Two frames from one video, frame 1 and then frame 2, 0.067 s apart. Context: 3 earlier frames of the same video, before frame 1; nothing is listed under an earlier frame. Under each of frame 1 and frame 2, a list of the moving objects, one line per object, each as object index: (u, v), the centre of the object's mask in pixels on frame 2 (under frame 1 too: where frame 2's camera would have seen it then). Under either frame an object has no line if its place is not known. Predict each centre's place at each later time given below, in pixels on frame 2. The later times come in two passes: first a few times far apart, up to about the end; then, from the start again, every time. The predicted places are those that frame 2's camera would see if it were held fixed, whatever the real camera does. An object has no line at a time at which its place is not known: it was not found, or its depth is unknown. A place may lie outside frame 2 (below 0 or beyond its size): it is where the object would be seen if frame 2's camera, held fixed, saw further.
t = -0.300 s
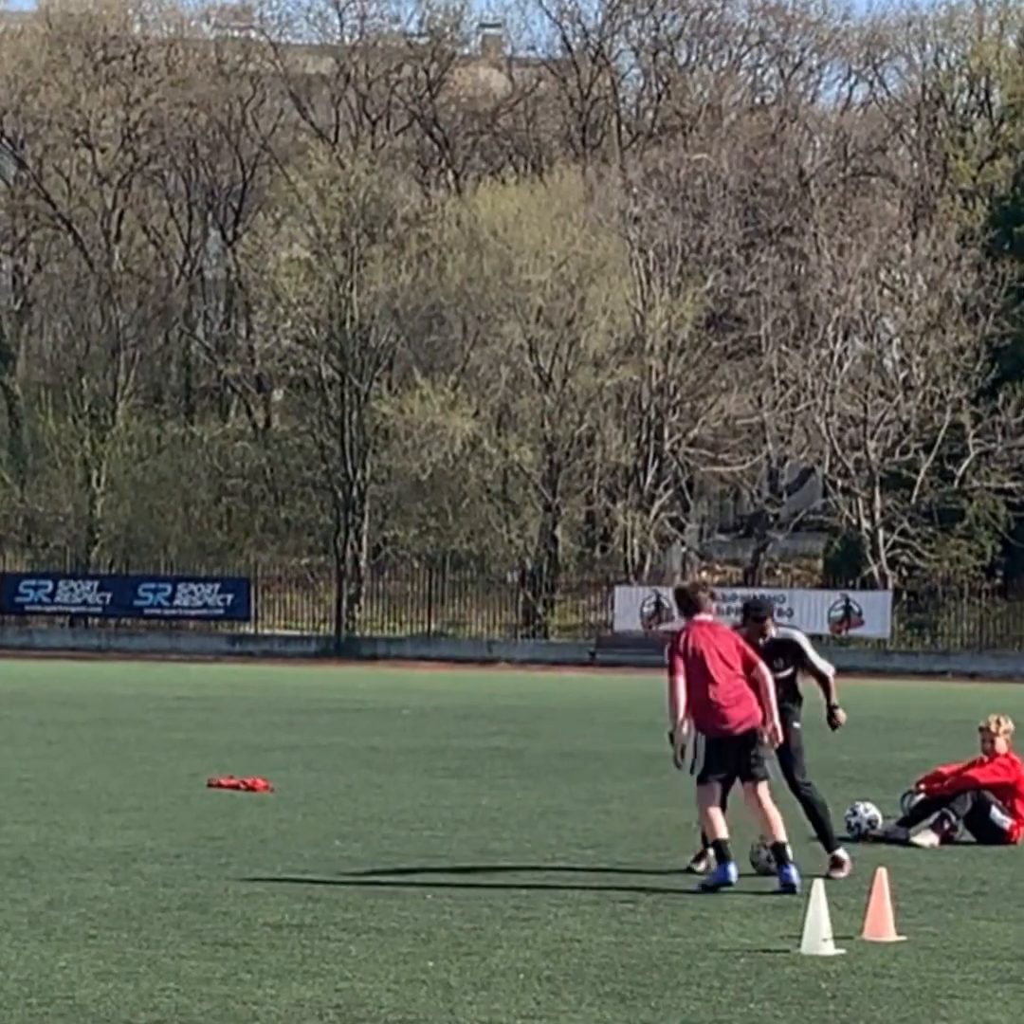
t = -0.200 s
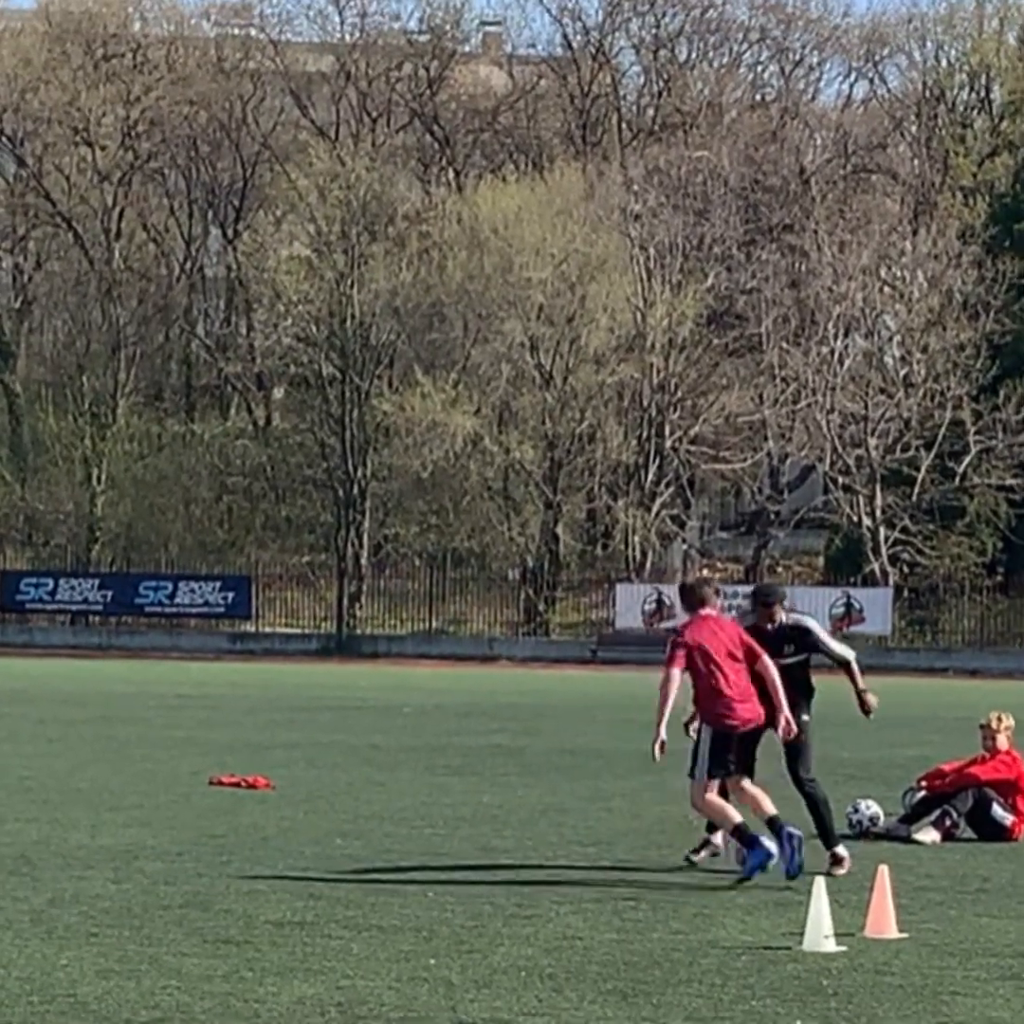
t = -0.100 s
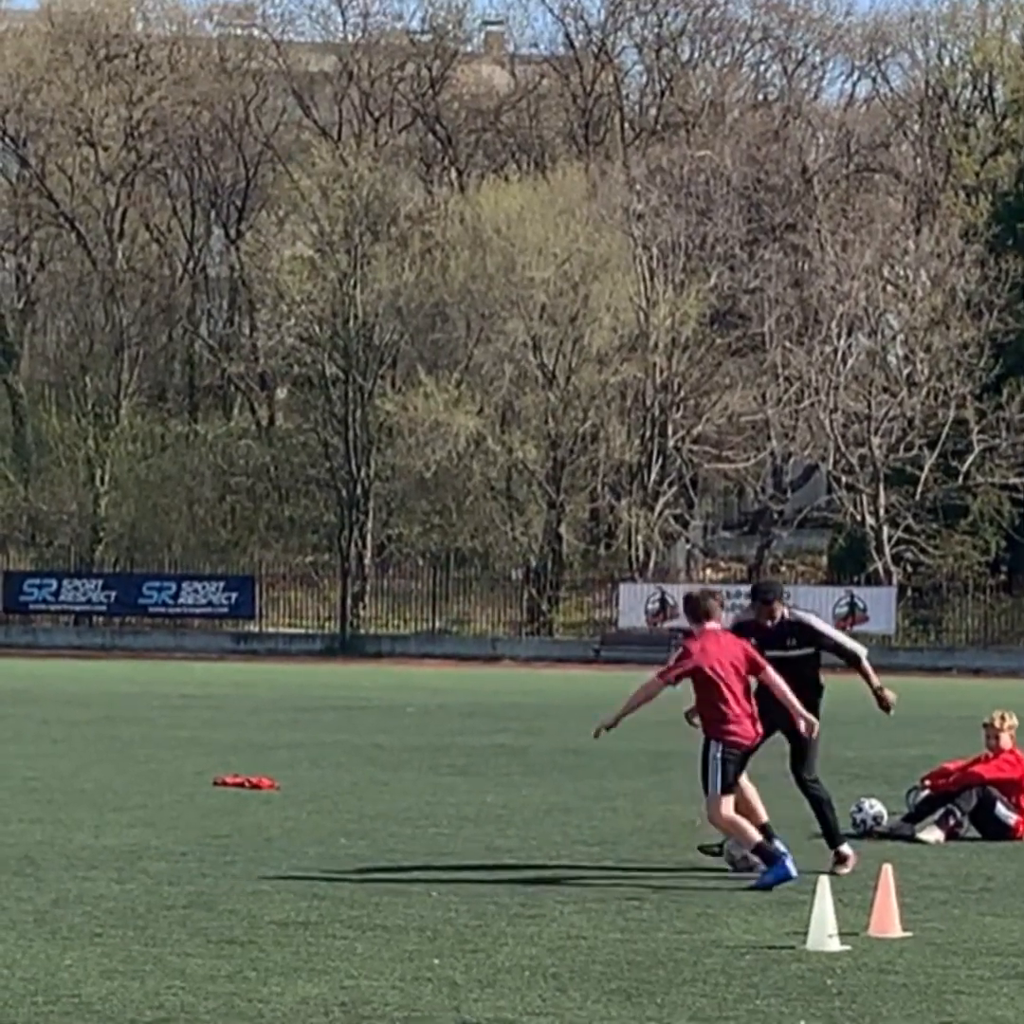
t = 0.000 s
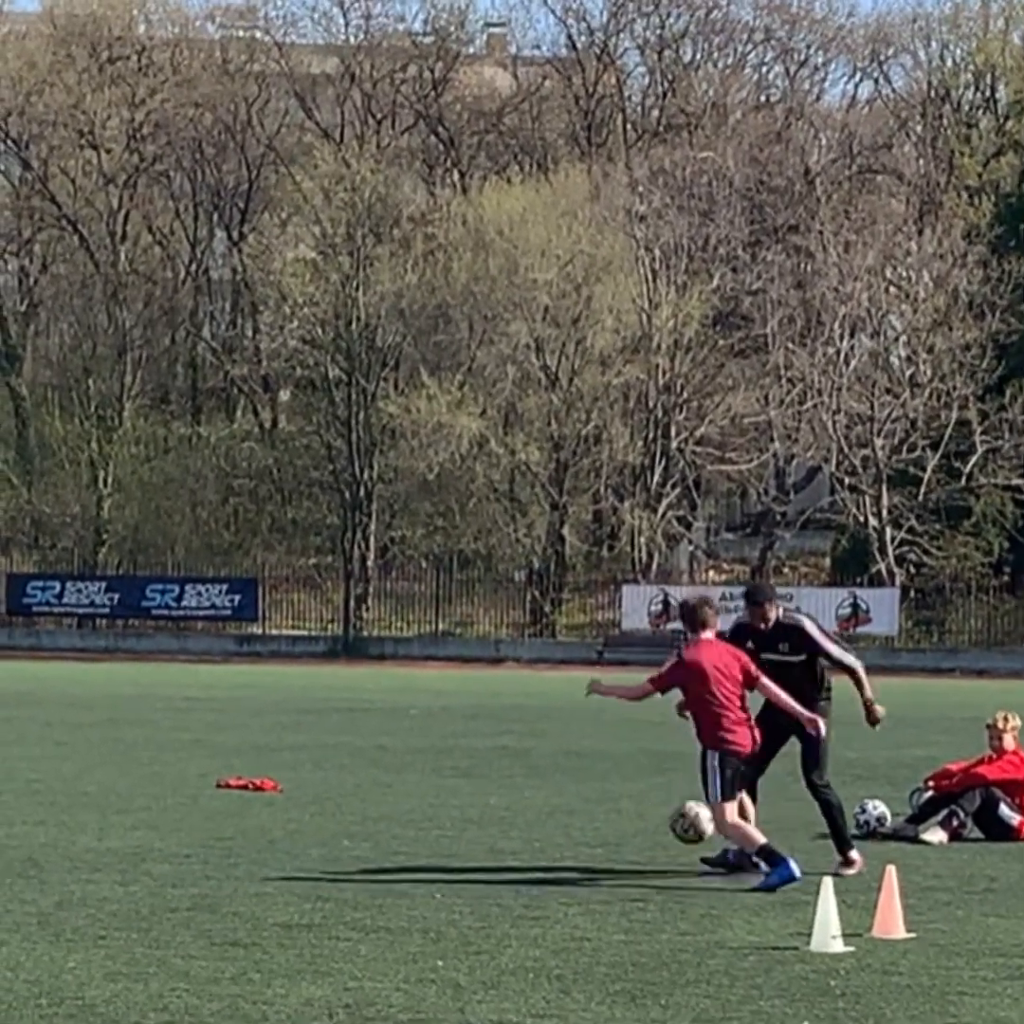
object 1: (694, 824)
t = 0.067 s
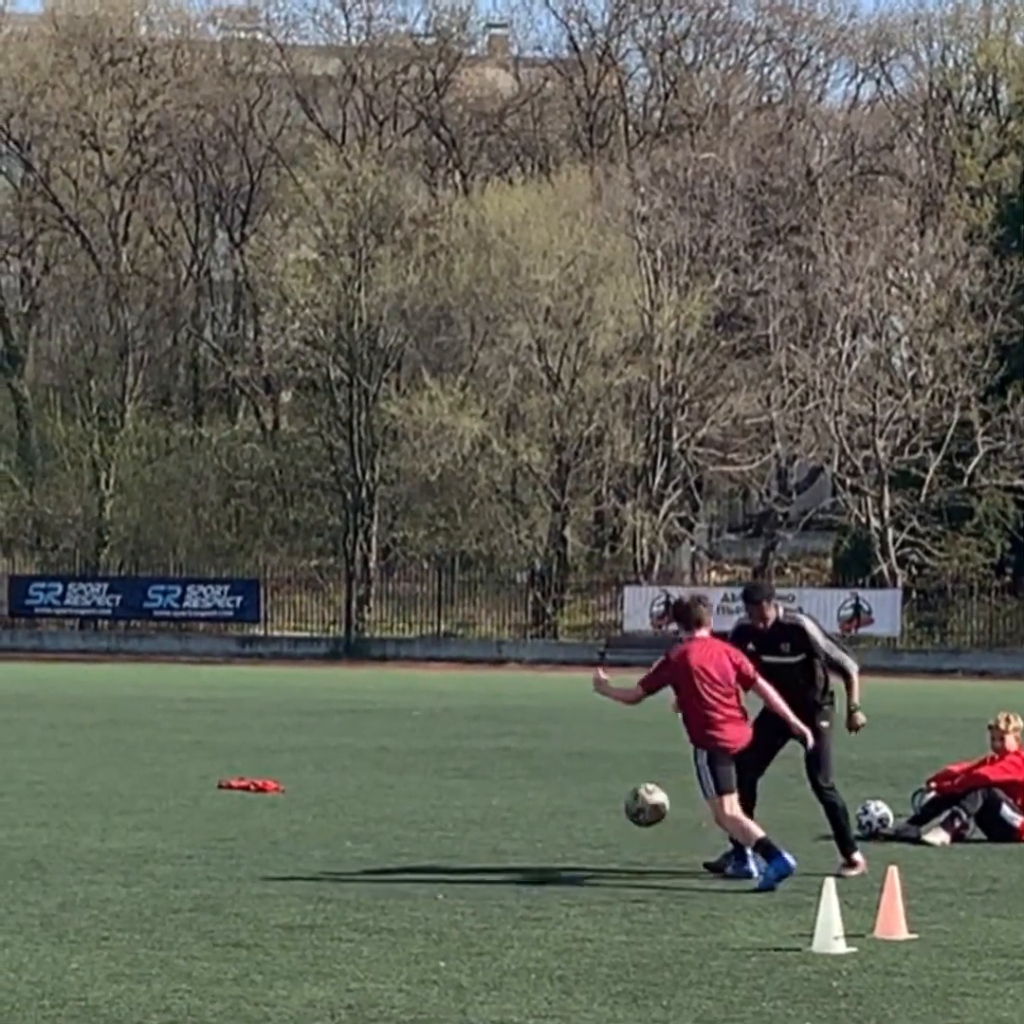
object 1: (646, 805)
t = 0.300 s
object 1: (476, 809)
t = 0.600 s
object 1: (300, 831)
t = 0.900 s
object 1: (159, 853)
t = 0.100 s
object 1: (623, 799)
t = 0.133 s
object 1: (598, 796)
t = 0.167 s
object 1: (573, 794)
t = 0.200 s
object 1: (548, 797)
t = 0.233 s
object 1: (523, 798)
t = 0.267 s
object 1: (500, 802)
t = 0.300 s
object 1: (476, 809)
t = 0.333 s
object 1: (451, 819)
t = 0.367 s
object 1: (426, 830)
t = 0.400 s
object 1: (401, 844)
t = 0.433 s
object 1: (376, 860)
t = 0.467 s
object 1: (360, 853)
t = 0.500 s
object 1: (344, 845)
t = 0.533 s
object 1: (328, 839)
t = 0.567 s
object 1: (314, 834)
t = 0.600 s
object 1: (300, 831)
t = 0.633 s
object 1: (285, 830)
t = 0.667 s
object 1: (270, 831)
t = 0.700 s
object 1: (254, 835)
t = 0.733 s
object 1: (239, 840)
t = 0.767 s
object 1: (224, 849)
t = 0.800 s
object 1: (209, 860)
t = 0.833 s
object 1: (193, 865)
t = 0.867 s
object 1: (176, 858)
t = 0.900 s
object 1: (159, 853)
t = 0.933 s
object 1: (140, 851)
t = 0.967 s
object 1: (122, 852)
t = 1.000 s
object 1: (104, 854)
